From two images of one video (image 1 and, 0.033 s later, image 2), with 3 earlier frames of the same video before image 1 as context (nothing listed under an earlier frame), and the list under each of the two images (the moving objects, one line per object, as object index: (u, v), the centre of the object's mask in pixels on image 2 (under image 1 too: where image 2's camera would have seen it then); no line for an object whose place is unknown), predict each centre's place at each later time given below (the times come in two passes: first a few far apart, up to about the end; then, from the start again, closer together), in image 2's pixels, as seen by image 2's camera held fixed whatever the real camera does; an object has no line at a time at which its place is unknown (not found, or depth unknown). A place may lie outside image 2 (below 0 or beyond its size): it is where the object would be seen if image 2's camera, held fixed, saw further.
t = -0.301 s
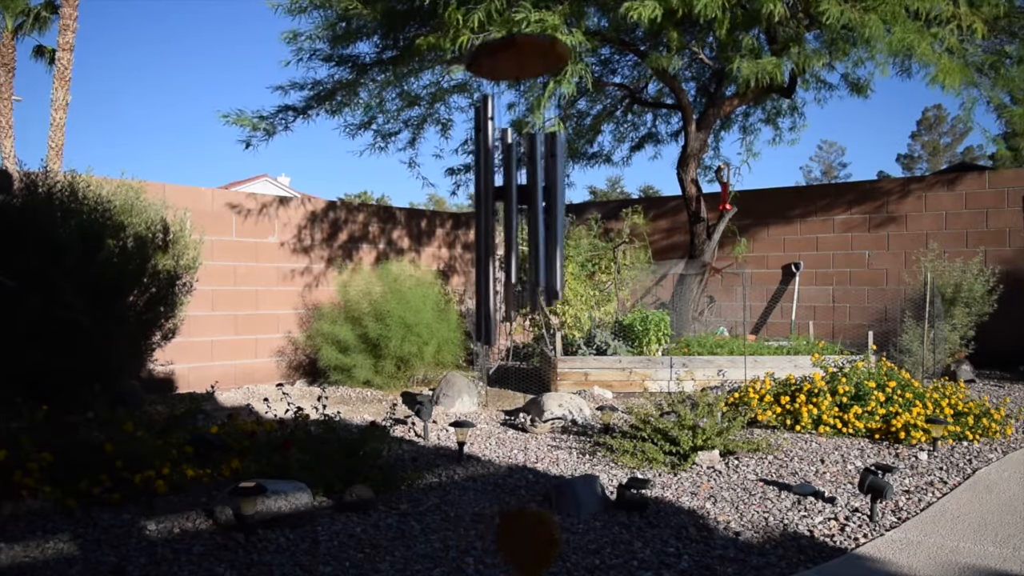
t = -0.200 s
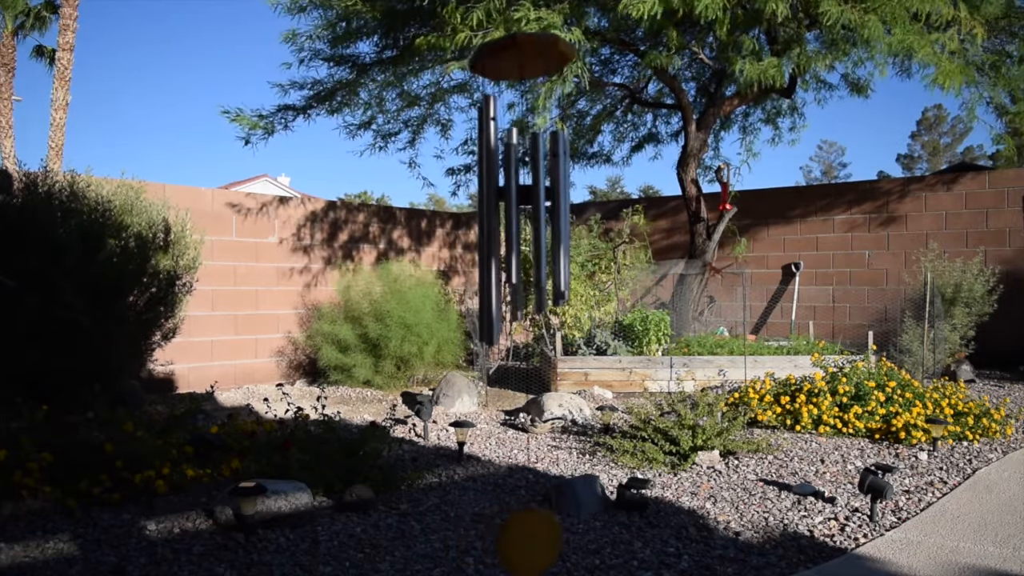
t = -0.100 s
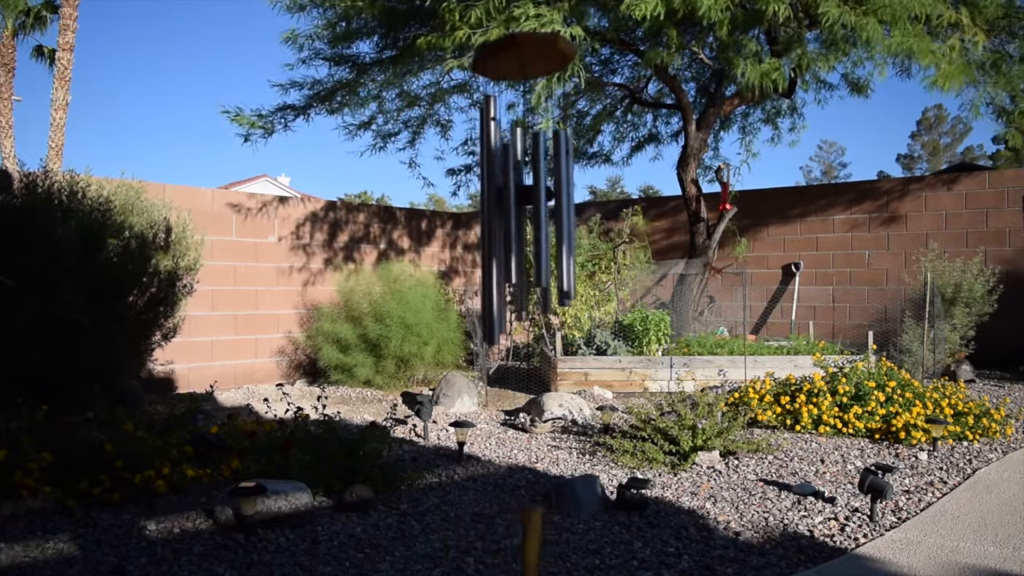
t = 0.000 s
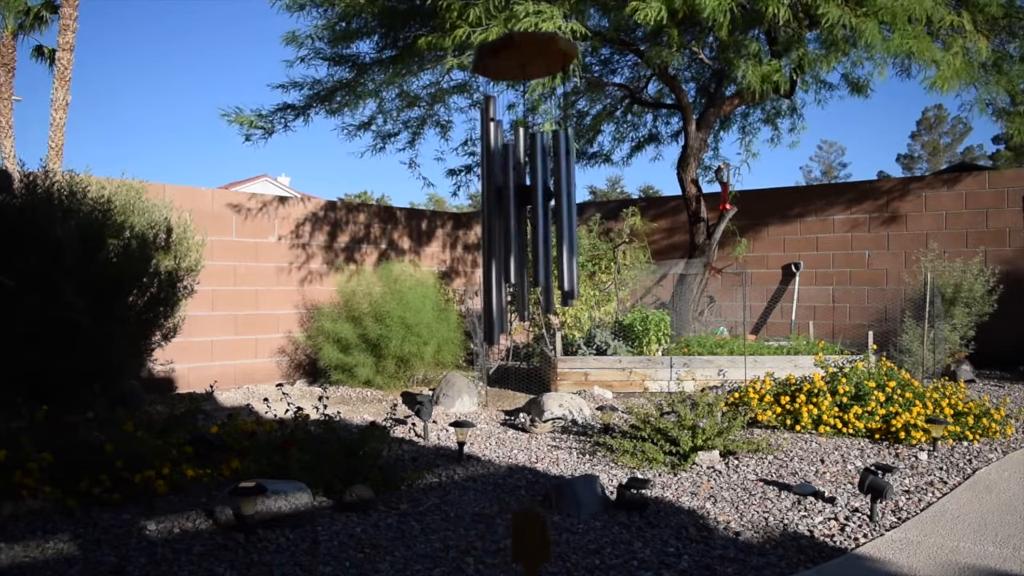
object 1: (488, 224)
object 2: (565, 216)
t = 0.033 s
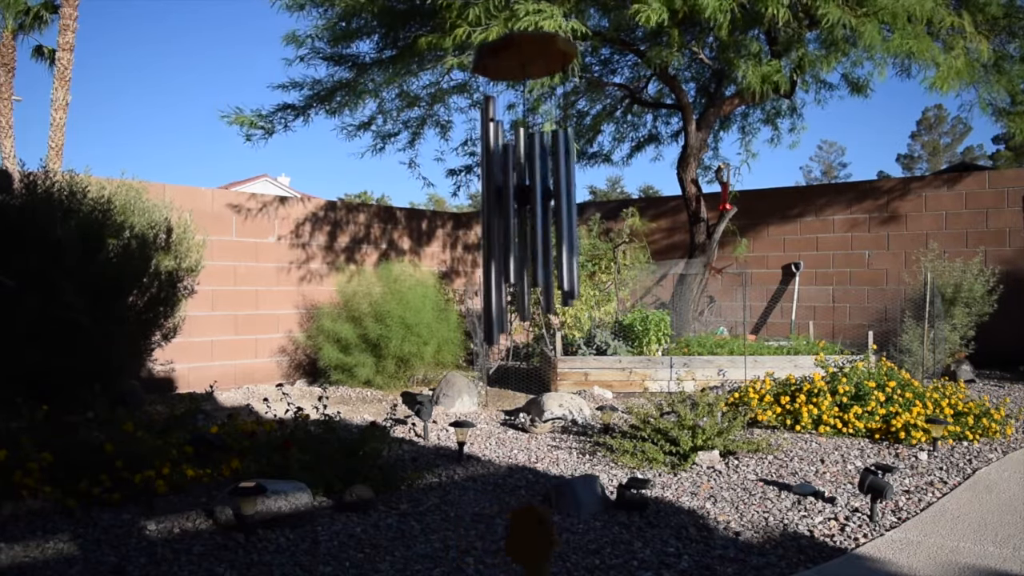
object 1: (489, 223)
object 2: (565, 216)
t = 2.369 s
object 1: (475, 226)
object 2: (551, 218)
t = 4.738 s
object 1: (472, 223)
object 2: (558, 217)
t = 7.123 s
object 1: (472, 220)
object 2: (554, 219)
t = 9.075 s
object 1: (467, 218)
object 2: (548, 219)
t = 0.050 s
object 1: (489, 225)
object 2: (565, 216)
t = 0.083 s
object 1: (486, 224)
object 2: (564, 213)
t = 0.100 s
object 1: (488, 220)
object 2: (564, 212)
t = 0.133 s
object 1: (487, 220)
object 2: (568, 217)
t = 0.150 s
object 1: (487, 222)
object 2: (568, 217)
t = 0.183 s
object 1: (486, 225)
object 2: (567, 215)
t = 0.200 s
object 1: (485, 226)
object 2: (566, 214)
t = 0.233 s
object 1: (484, 227)
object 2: (564, 218)
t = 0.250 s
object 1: (484, 227)
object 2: (563, 218)
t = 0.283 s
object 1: (483, 226)
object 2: (560, 217)
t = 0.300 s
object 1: (481, 224)
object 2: (559, 216)
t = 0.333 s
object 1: (479, 223)
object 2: (557, 215)
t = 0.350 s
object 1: (479, 224)
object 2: (556, 215)
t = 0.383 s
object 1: (477, 224)
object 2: (554, 215)
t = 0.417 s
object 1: (475, 225)
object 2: (551, 216)
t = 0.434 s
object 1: (475, 227)
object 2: (550, 217)
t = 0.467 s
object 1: (473, 228)
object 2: (547, 217)
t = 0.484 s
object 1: (471, 226)
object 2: (546, 217)
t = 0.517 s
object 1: (470, 229)
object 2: (544, 218)
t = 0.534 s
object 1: (468, 225)
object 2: (544, 217)
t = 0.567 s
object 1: (466, 224)
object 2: (542, 214)
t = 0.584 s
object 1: (464, 222)
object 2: (540, 214)
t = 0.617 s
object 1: (463, 223)
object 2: (538, 216)
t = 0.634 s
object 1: (462, 222)
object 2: (536, 217)
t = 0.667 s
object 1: (460, 220)
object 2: (536, 218)
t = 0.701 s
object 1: (458, 222)
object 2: (535, 221)
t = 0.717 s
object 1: (458, 223)
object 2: (533, 221)
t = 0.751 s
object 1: (458, 228)
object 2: (529, 221)
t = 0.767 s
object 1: (457, 227)
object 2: (528, 222)
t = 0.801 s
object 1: (456, 226)
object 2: (527, 221)
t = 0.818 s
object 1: (455, 225)
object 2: (526, 221)
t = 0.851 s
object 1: (454, 225)
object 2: (525, 221)
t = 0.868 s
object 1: (453, 225)
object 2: (525, 220)
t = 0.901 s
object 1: (452, 224)
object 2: (523, 221)
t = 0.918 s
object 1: (451, 224)
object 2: (523, 220)
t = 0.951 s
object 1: (448, 231)
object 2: (522, 220)
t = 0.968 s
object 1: (446, 228)
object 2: (522, 220)
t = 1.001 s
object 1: (445, 227)
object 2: (522, 219)
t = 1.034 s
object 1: (445, 227)
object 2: (521, 220)
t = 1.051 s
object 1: (444, 229)
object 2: (520, 220)
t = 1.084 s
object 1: (443, 229)
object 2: (520, 219)
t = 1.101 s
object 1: (443, 229)
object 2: (519, 219)
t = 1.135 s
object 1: (443, 229)
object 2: (519, 219)
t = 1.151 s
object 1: (443, 228)
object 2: (518, 220)
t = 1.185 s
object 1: (443, 227)
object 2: (518, 219)
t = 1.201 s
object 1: (444, 227)
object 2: (518, 219)
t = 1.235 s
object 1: (444, 227)
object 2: (518, 219)
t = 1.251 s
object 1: (444, 227)
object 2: (517, 220)
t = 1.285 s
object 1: (445, 226)
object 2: (519, 219)
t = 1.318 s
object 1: (446, 225)
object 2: (517, 220)
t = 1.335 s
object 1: (446, 225)
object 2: (519, 219)
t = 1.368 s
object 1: (447, 224)
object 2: (520, 219)
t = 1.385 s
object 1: (448, 225)
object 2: (520, 220)
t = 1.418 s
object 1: (449, 225)
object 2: (521, 222)
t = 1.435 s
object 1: (449, 224)
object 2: (521, 221)
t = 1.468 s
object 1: (450, 224)
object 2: (522, 222)
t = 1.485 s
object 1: (451, 225)
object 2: (523, 221)
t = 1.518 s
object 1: (452, 226)
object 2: (524, 222)
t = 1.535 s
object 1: (452, 225)
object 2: (525, 222)
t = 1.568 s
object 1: (453, 224)
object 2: (526, 224)
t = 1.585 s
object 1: (454, 225)
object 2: (527, 225)
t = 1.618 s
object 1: (455, 226)
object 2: (528, 224)
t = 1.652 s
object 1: (456, 227)
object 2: (529, 223)
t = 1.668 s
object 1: (456, 227)
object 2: (530, 223)
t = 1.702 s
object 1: (457, 224)
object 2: (531, 222)
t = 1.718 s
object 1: (458, 223)
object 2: (532, 223)
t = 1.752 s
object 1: (458, 222)
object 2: (533, 222)
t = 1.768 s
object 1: (459, 222)
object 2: (533, 222)
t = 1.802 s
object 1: (460, 222)
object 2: (535, 222)
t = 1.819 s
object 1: (460, 222)
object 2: (536, 223)
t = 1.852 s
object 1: (461, 221)
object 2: (538, 218)
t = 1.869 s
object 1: (462, 221)
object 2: (538, 219)
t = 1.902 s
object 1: (462, 222)
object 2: (540, 220)
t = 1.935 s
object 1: (463, 224)
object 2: (541, 221)
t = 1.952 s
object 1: (464, 224)
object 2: (542, 221)
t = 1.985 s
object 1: (465, 222)
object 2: (543, 219)
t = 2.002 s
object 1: (466, 223)
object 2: (543, 219)
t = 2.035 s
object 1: (467, 222)
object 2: (545, 219)
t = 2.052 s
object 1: (468, 223)
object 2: (546, 220)
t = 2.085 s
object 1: (469, 225)
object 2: (547, 220)
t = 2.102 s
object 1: (470, 226)
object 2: (547, 220)
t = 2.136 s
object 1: (470, 225)
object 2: (548, 220)
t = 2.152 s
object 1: (471, 224)
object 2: (548, 219)
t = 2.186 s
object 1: (472, 225)
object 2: (549, 220)
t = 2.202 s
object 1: (472, 224)
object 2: (550, 219)
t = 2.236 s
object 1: (473, 225)
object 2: (550, 218)
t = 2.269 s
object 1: (473, 226)
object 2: (551, 217)
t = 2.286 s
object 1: (474, 226)
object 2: (551, 217)
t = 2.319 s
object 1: (474, 226)
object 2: (551, 217)
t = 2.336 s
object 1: (475, 226)
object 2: (551, 217)
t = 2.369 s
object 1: (475, 226)
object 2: (551, 218)
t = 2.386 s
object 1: (475, 226)
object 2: (551, 218)
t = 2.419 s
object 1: (475, 226)
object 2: (551, 218)
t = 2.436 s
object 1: (475, 226)
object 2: (550, 218)
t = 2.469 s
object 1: (475, 226)
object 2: (551, 218)
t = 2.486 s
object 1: (476, 226)
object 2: (551, 218)
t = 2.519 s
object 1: (476, 226)
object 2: (551, 218)
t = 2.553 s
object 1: (475, 225)
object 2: (551, 219)
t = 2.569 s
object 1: (476, 225)
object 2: (551, 219)
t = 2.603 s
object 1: (475, 224)
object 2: (550, 219)
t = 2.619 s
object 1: (475, 225)
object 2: (550, 219)
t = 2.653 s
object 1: (475, 225)
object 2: (550, 219)
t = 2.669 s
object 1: (475, 225)
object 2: (550, 219)
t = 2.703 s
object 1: (474, 227)
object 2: (549, 220)
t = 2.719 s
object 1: (474, 228)
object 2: (549, 220)
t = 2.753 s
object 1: (473, 228)
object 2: (549, 221)
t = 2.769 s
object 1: (473, 227)
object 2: (548, 220)
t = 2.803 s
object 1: (472, 226)
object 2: (548, 220)
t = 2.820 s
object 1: (472, 228)
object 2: (548, 220)
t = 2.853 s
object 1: (470, 227)
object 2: (547, 220)
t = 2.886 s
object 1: (470, 228)
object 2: (546, 217)
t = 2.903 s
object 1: (468, 223)
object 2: (545, 218)
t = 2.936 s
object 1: (469, 228)
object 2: (544, 218)
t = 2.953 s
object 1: (468, 227)
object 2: (543, 217)
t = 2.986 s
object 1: (467, 226)
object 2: (542, 218)
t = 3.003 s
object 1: (466, 223)
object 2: (542, 218)
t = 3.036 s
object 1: (464, 224)
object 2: (541, 218)
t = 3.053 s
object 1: (464, 224)
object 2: (540, 217)
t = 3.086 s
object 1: (463, 223)
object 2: (539, 217)
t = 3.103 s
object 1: (462, 222)
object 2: (538, 217)
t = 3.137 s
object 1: (462, 223)
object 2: (537, 219)
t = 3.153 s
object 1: (462, 223)
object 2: (537, 219)
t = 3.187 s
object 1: (462, 221)
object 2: (536, 219)
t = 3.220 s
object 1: (462, 222)
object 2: (535, 218)
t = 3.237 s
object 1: (462, 222)
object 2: (534, 217)
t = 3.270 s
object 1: (462, 222)
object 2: (533, 218)
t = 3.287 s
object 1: (461, 223)
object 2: (533, 218)
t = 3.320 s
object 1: (461, 224)
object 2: (533, 219)
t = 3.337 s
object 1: (457, 202)
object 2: (532, 220)
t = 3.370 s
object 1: (456, 199)
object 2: (532, 221)
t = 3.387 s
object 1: (459, 224)
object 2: (532, 222)
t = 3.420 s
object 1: (459, 225)
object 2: (531, 221)
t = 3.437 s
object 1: (456, 218)
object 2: (531, 221)
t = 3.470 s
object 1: (456, 225)
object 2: (531, 222)
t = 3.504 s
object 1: (457, 226)
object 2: (531, 222)
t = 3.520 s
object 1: (457, 226)
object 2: (531, 221)
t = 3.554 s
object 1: (456, 226)
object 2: (531, 222)
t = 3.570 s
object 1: (456, 226)
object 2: (531, 221)
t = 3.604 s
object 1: (456, 227)
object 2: (530, 222)
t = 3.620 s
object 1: (456, 227)
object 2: (530, 222)
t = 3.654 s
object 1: (456, 228)
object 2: (530, 222)
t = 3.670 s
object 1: (456, 227)
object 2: (531, 223)
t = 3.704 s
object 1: (456, 227)
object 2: (531, 223)
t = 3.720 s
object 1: (456, 228)
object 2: (531, 222)
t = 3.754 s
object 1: (455, 228)
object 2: (531, 222)
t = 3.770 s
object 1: (455, 228)
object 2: (531, 222)
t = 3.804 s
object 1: (455, 228)
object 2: (531, 221)
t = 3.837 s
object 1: (455, 228)
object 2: (532, 222)
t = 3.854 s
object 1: (455, 227)
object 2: (532, 222)
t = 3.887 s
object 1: (455, 227)
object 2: (533, 222)
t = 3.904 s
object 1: (456, 226)
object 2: (533, 222)
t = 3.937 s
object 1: (456, 225)
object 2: (533, 223)
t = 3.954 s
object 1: (457, 224)
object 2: (534, 223)
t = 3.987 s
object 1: (457, 224)
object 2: (535, 224)
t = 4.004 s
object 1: (458, 222)
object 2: (535, 223)
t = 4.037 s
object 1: (458, 223)
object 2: (536, 222)
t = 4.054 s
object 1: (459, 222)
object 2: (536, 220)
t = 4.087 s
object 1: (460, 223)
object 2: (537, 219)
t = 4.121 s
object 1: (461, 222)
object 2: (538, 219)
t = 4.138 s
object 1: (461, 222)
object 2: (538, 218)
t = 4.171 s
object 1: (462, 221)
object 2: (539, 218)
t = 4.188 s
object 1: (463, 222)
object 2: (539, 218)
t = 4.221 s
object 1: (464, 222)
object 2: (540, 218)
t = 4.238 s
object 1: (465, 221)
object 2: (540, 219)
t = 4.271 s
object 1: (466, 223)
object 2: (542, 219)
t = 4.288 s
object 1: (467, 224)
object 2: (543, 221)
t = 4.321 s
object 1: (468, 225)
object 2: (543, 223)
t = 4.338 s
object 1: (468, 224)
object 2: (544, 222)
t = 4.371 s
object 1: (469, 224)
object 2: (545, 222)
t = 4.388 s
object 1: (469, 223)
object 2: (545, 221)
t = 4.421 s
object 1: (470, 224)
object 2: (546, 221)
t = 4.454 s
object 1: (471, 224)
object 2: (548, 223)
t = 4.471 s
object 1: (471, 224)
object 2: (548, 225)
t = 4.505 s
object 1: (470, 222)
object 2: (550, 224)
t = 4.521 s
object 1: (471, 224)
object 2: (550, 224)
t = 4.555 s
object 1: (471, 223)
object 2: (552, 222)
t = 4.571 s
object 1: (472, 223)
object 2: (552, 223)
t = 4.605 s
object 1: (472, 223)
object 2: (554, 221)
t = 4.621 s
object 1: (472, 223)
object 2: (554, 219)
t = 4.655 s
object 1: (472, 222)
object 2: (557, 217)
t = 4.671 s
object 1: (472, 223)
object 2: (557, 217)
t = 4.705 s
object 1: (472, 223)
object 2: (558, 219)
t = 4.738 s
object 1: (472, 223)
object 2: (558, 217)
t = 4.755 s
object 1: (472, 223)
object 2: (558, 218)
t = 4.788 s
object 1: (472, 224)
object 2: (558, 220)
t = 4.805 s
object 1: (472, 225)
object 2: (558, 221)
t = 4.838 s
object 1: (472, 225)
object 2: (558, 223)
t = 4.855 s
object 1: (471, 225)
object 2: (558, 222)
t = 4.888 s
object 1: (471, 225)
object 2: (558, 223)
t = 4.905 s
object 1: (471, 226)
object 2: (558, 222)
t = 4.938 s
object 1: (471, 226)
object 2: (558, 221)
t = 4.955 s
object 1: (471, 225)
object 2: (557, 220)
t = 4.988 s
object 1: (470, 226)
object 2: (555, 222)
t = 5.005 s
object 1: (470, 225)
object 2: (554, 221)
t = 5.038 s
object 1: (470, 226)
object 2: (553, 220)
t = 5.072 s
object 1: (470, 226)
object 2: (551, 222)
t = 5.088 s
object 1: (470, 226)
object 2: (551, 222)
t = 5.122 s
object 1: (469, 228)
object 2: (550, 221)
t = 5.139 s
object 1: (469, 228)
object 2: (548, 221)
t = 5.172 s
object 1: (468, 225)
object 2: (547, 220)
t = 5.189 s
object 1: (468, 223)
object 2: (545, 219)
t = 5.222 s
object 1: (467, 222)
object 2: (543, 216)
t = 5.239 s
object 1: (467, 220)
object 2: (542, 215)
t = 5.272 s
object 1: (466, 220)
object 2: (542, 212)
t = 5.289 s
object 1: (466, 221)
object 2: (540, 217)
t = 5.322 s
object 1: (465, 221)
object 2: (541, 212)
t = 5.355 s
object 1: (465, 221)
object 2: (540, 214)
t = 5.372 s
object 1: (464, 222)
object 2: (540, 216)
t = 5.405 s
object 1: (464, 227)
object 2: (539, 217)
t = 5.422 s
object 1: (463, 226)
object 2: (539, 217)
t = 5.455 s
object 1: (463, 224)
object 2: (539, 217)
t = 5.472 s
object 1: (462, 224)
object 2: (539, 217)
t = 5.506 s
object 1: (462, 224)
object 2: (539, 218)
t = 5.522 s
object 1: (461, 223)
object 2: (538, 217)
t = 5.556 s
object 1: (461, 224)
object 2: (538, 219)
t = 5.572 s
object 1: (460, 223)
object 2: (538, 219)
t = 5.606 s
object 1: (459, 224)
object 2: (538, 219)
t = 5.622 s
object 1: (459, 224)
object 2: (537, 219)
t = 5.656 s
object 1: (458, 225)
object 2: (537, 219)
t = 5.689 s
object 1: (458, 226)
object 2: (536, 220)
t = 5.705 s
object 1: (457, 226)
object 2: (536, 220)
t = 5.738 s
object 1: (456, 225)
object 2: (535, 220)
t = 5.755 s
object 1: (456, 226)
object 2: (535, 220)
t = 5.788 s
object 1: (456, 225)
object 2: (534, 221)
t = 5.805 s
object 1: (456, 224)
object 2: (533, 220)
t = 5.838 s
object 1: (455, 226)
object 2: (533, 220)
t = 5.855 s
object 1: (454, 225)
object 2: (532, 221)
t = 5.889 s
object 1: (455, 225)
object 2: (532, 221)
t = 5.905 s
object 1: (454, 225)
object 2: (531, 221)
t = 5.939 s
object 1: (454, 223)
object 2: (531, 219)
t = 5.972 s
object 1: (454, 222)
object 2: (531, 219)
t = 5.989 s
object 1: (454, 223)
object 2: (531, 219)
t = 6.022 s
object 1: (454, 223)
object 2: (530, 221)
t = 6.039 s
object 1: (454, 223)
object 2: (530, 221)
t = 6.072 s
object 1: (454, 223)
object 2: (530, 222)
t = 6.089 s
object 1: (456, 227)
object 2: (530, 223)
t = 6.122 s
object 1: (455, 234)
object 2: (530, 223)
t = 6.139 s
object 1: (452, 230)
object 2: (530, 224)
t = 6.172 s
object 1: (452, 226)
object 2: (530, 223)
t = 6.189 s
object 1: (452, 224)
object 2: (530, 224)
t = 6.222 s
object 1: (452, 224)
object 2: (531, 221)
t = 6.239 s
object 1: (452, 222)
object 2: (531, 221)
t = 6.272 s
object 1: (452, 221)
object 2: (533, 216)
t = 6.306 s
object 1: (451, 221)
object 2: (533, 219)
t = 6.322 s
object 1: (453, 223)
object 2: (533, 219)
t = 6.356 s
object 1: (453, 225)
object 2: (533, 219)
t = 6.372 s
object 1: (454, 225)
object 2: (532, 216)
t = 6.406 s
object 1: (454, 228)
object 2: (533, 217)
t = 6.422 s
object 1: (454, 229)
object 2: (533, 217)
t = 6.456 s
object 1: (454, 227)
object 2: (534, 217)
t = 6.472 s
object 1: (454, 227)
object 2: (534, 217)
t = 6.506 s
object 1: (455, 229)
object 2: (535, 216)
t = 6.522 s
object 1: (455, 229)
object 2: (536, 217)
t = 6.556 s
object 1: (456, 228)
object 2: (537, 217)
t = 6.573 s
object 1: (457, 228)
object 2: (537, 217)
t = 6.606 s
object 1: (458, 228)
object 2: (537, 217)
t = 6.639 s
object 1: (459, 227)
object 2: (538, 217)
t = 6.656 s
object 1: (459, 227)
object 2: (538, 216)
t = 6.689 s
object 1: (461, 227)
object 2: (540, 216)
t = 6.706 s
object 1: (461, 228)
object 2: (540, 216)
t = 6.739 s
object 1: (462, 228)
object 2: (541, 217)
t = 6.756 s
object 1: (462, 227)
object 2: (542, 217)
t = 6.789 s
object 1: (464, 224)
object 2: (543, 218)
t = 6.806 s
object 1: (464, 223)
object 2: (544, 219)
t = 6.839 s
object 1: (465, 223)
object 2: (545, 219)
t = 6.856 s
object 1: (465, 224)
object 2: (545, 219)
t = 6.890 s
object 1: (466, 222)
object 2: (545, 218)
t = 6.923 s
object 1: (467, 220)
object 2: (546, 219)
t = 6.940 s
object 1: (467, 219)
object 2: (547, 220)
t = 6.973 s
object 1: (470, 223)
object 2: (549, 220)
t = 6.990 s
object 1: (471, 224)
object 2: (550, 220)
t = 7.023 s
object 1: (472, 225)
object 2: (550, 221)
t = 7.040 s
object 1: (471, 222)
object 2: (551, 221)
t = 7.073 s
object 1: (471, 221)
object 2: (552, 221)
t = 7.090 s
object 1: (471, 222)
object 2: (552, 221)
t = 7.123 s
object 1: (472, 220)
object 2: (554, 219)
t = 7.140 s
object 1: (472, 221)
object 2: (554, 220)
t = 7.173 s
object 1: (472, 226)
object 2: (555, 220)
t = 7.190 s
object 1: (472, 228)
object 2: (555, 219)
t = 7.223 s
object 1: (472, 228)
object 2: (556, 218)
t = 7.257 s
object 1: (472, 228)
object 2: (556, 216)
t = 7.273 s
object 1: (472, 228)
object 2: (556, 215)
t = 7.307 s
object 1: (472, 227)
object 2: (555, 216)
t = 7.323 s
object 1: (473, 227)
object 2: (555, 216)
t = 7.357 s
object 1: (472, 226)
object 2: (554, 215)
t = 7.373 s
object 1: (472, 225)
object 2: (552, 214)
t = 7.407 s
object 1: (473, 225)
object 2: (554, 214)
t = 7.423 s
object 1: (473, 226)
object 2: (552, 214)
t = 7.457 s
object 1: (473, 226)
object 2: (553, 214)
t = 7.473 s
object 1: (472, 225)
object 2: (553, 215)
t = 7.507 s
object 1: (472, 224)
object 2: (552, 216)
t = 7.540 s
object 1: (472, 225)
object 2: (552, 216)
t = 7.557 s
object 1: (472, 224)
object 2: (552, 216)
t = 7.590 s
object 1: (472, 224)
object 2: (552, 216)
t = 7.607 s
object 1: (472, 225)
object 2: (551, 217)
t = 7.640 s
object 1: (473, 225)
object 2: (551, 216)
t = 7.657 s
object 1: (472, 224)
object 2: (551, 216)
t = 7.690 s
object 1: (473, 226)
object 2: (550, 216)
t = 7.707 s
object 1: (472, 227)
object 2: (550, 217)
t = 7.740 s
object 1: (473, 229)
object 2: (549, 216)
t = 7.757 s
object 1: (473, 228)
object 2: (549, 217)
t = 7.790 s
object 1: (472, 229)
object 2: (548, 218)
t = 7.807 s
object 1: (472, 230)
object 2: (548, 217)
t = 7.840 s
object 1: (472, 231)
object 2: (547, 218)
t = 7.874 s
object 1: (470, 229)
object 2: (546, 219)
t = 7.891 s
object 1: (470, 227)
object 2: (546, 219)
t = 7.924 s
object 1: (468, 227)
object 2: (545, 219)
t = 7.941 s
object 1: (468, 227)
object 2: (545, 219)
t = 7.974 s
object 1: (467, 226)
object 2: (544, 219)
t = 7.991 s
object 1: (467, 225)
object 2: (544, 220)
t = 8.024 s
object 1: (467, 223)
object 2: (544, 221)
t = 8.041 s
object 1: (466, 222)
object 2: (544, 221)
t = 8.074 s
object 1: (466, 222)
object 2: (545, 219)
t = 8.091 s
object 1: (466, 220)
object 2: (544, 221)
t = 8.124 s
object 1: (466, 218)
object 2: (545, 218)
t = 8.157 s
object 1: (465, 216)
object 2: (545, 218)
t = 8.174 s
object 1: (465, 216)
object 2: (545, 216)
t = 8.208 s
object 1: (464, 216)
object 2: (544, 219)
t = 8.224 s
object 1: (464, 214)
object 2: (544, 219)
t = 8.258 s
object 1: (464, 215)
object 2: (543, 220)
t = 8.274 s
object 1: (464, 215)
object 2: (543, 221)
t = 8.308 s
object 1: (463, 216)
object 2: (543, 221)
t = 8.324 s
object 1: (463, 215)
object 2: (542, 222)
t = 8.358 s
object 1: (463, 216)
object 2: (542, 223)
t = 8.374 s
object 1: (462, 216)
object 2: (541, 223)
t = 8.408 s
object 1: (462, 217)
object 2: (541, 222)
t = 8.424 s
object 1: (462, 217)
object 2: (541, 222)
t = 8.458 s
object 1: (462, 218)
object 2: (541, 221)
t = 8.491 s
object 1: (462, 218)
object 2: (541, 221)
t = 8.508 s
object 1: (462, 218)
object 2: (539, 218)
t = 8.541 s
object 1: (461, 218)
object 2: (539, 217)
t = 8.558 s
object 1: (461, 219)
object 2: (539, 217)
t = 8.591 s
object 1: (461, 219)
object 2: (539, 218)
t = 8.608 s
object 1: (461, 222)
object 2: (539, 218)
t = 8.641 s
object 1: (462, 222)
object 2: (539, 217)
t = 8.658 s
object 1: (462, 223)
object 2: (539, 217)
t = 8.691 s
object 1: (462, 224)
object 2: (539, 216)
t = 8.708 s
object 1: (462, 223)
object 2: (540, 216)
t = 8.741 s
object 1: (463, 225)
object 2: (540, 215)
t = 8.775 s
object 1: (463, 224)
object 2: (540, 214)
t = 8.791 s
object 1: (464, 223)
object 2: (540, 214)
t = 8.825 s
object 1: (464, 224)
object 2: (541, 214)
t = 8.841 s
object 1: (464, 223)
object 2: (541, 214)
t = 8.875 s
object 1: (465, 221)
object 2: (541, 216)
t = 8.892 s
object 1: (465, 221)
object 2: (542, 217)
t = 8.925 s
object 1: (466, 223)
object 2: (543, 217)
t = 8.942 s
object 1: (467, 222)
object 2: (543, 217)
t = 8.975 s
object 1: (467, 223)
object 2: (544, 218)
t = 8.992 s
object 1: (467, 221)
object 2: (545, 219)
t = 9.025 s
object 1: (468, 220)
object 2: (546, 219)
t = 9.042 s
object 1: (467, 218)
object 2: (547, 218)
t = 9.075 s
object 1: (467, 218)
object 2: (548, 219)
